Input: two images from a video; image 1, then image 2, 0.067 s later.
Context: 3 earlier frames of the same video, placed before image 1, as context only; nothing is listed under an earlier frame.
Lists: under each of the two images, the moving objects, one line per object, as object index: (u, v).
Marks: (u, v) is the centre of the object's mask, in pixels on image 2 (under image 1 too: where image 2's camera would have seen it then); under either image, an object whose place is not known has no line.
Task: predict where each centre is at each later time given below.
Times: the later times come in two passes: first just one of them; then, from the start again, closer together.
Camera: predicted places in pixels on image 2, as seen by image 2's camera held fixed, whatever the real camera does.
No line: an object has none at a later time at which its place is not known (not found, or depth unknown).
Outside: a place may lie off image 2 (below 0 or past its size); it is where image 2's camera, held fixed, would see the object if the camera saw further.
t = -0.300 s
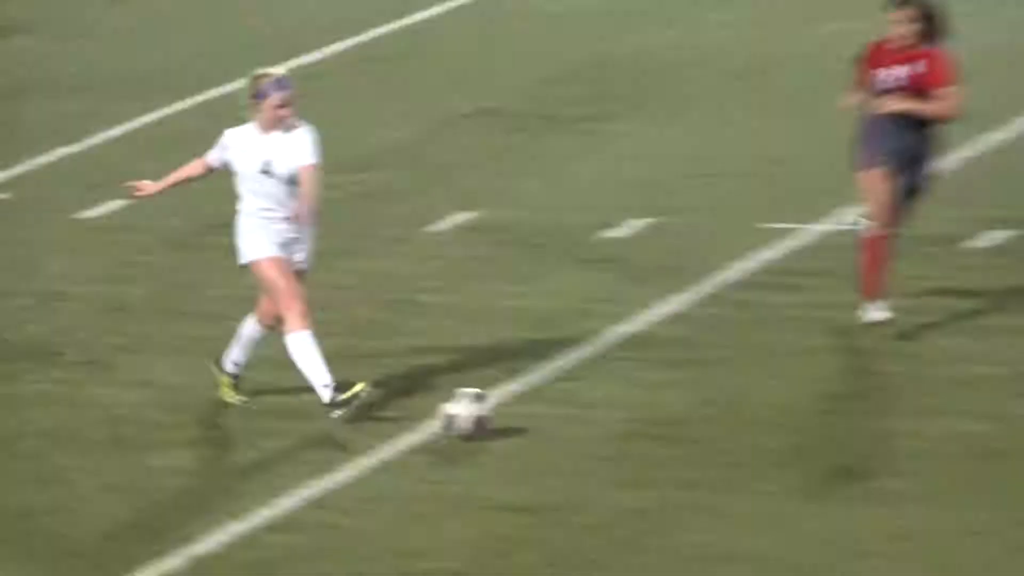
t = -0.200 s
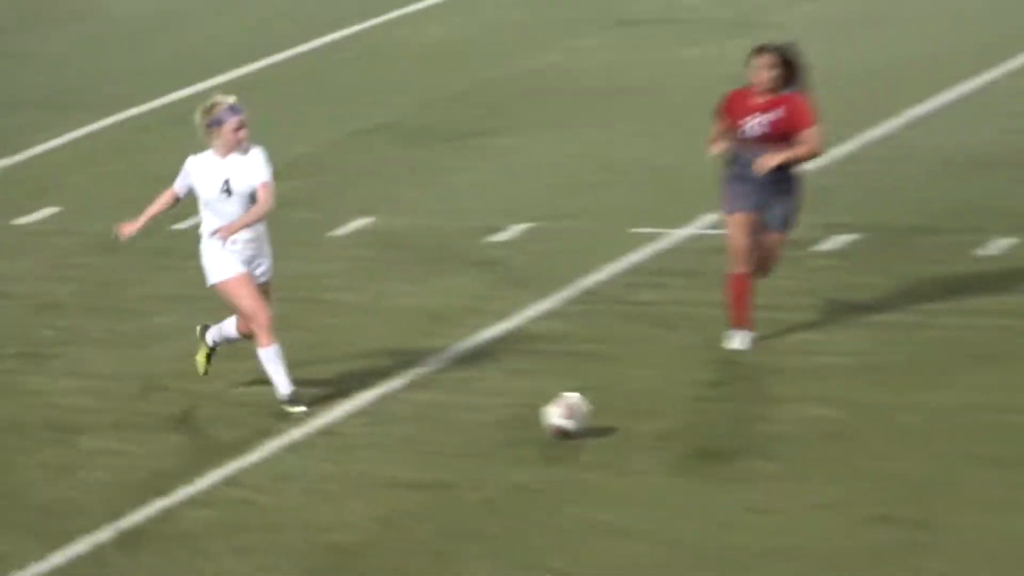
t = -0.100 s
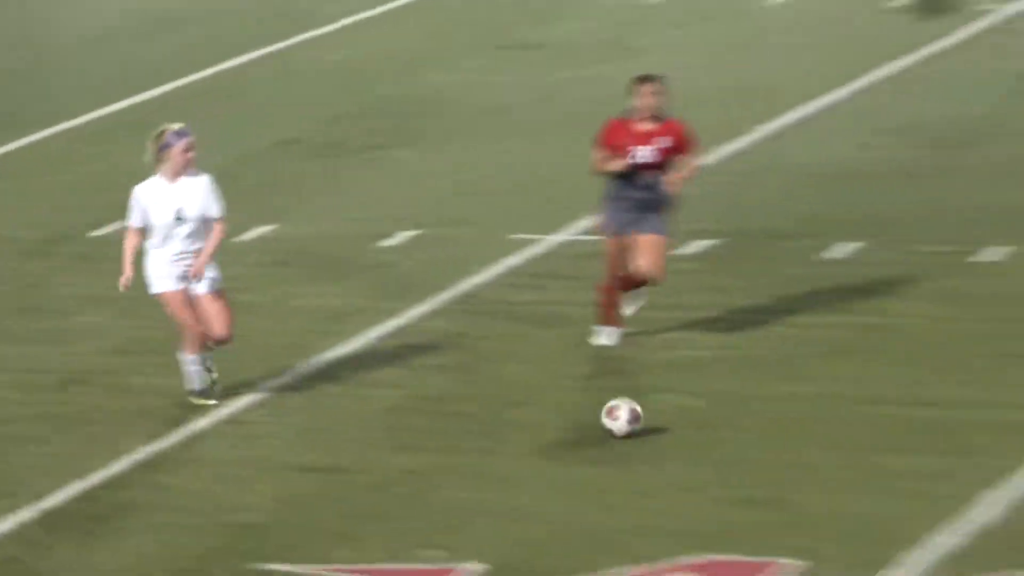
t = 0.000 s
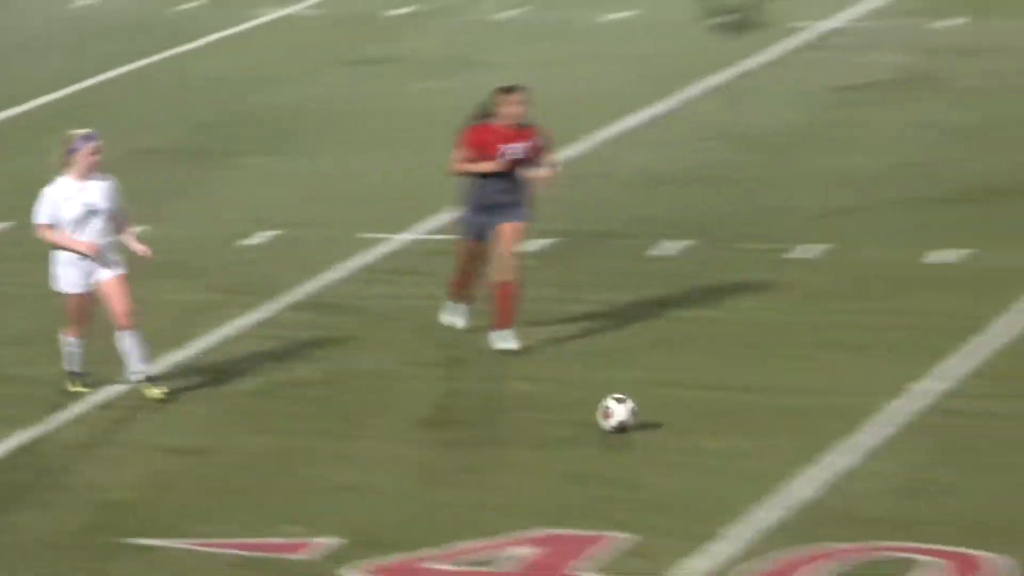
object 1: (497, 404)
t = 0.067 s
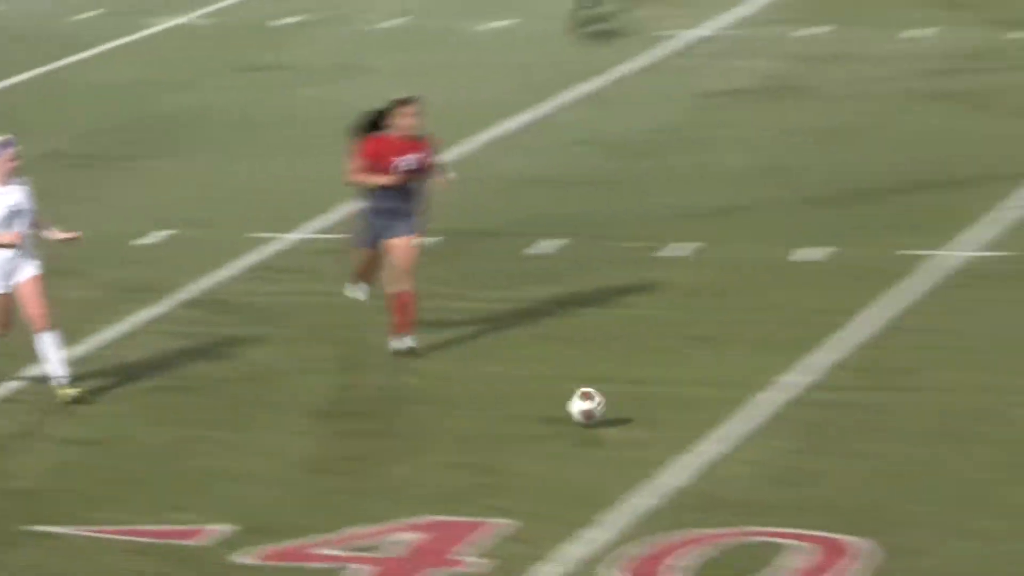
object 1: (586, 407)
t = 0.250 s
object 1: (822, 428)
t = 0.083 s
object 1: (609, 408)
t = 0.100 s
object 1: (632, 410)
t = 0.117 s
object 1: (654, 413)
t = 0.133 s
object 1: (676, 416)
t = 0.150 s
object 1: (698, 418)
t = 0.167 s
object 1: (720, 420)
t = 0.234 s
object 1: (800, 426)
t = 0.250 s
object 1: (822, 428)
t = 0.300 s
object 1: (880, 430)
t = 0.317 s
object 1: (899, 432)
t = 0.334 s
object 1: (916, 434)
